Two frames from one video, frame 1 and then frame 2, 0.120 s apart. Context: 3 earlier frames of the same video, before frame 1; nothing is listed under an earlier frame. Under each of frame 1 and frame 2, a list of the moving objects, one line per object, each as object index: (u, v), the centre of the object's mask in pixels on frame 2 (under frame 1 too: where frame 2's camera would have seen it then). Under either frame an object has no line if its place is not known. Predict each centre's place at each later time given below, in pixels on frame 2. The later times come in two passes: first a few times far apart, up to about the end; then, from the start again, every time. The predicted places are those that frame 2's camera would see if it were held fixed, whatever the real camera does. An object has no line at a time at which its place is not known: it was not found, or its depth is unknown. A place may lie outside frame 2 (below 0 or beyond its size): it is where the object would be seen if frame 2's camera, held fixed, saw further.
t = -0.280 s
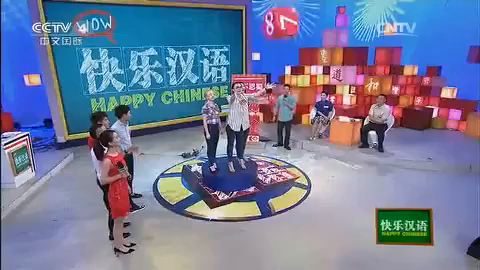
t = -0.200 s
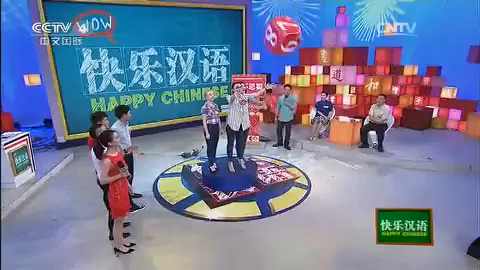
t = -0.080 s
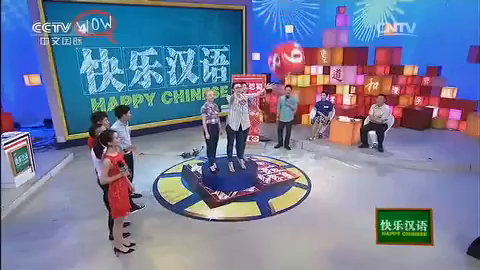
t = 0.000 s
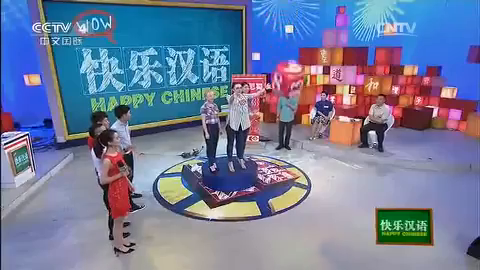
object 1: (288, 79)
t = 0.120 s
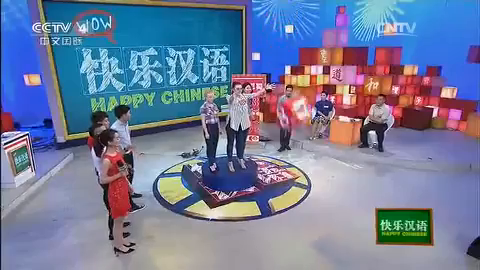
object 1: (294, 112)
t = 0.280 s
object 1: (300, 163)
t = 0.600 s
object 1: (312, 214)
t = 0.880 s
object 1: (319, 223)
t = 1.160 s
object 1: (321, 229)
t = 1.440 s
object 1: (322, 233)
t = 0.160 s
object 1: (293, 123)
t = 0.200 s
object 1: (294, 137)
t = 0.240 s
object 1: (298, 150)
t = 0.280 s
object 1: (300, 163)
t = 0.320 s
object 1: (302, 175)
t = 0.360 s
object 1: (303, 190)
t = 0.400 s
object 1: (305, 204)
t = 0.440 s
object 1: (306, 219)
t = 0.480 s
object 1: (308, 218)
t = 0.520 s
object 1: (310, 216)
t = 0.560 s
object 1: (311, 214)
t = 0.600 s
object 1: (312, 214)
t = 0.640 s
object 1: (314, 215)
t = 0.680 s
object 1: (315, 216)
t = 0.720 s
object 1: (316, 218)
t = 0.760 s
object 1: (316, 220)
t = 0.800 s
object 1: (318, 223)
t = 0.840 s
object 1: (318, 223)
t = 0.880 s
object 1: (319, 223)
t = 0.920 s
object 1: (319, 223)
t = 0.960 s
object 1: (319, 225)
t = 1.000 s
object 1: (320, 226)
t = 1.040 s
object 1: (320, 229)
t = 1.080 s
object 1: (320, 229)
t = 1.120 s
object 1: (320, 229)
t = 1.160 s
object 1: (321, 229)
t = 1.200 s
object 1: (321, 230)
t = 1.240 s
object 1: (322, 232)
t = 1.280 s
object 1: (322, 232)
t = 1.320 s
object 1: (322, 231)
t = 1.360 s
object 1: (322, 232)
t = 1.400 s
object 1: (322, 233)
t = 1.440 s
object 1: (322, 233)
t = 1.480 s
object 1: (322, 234)
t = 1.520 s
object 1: (322, 235)
